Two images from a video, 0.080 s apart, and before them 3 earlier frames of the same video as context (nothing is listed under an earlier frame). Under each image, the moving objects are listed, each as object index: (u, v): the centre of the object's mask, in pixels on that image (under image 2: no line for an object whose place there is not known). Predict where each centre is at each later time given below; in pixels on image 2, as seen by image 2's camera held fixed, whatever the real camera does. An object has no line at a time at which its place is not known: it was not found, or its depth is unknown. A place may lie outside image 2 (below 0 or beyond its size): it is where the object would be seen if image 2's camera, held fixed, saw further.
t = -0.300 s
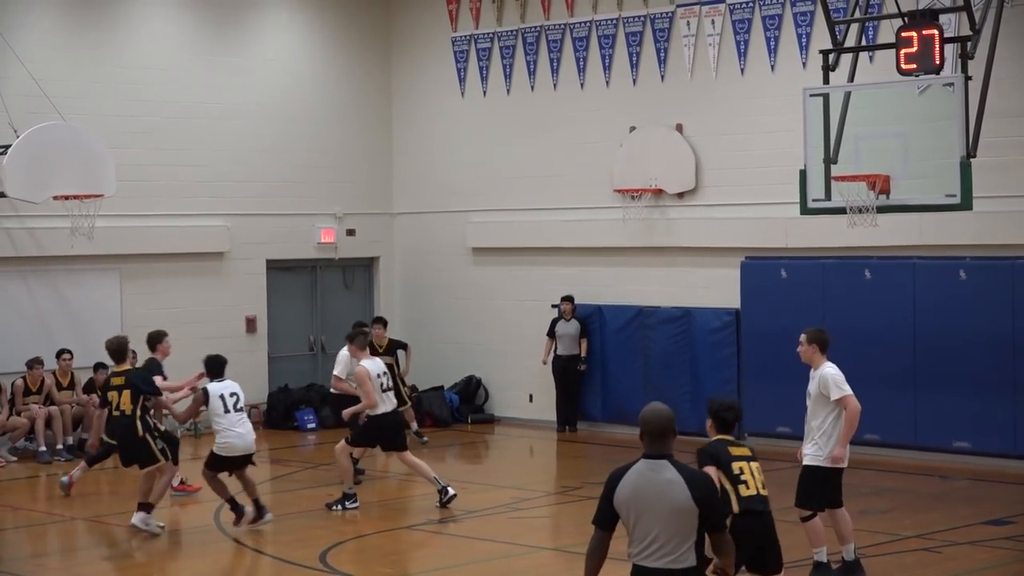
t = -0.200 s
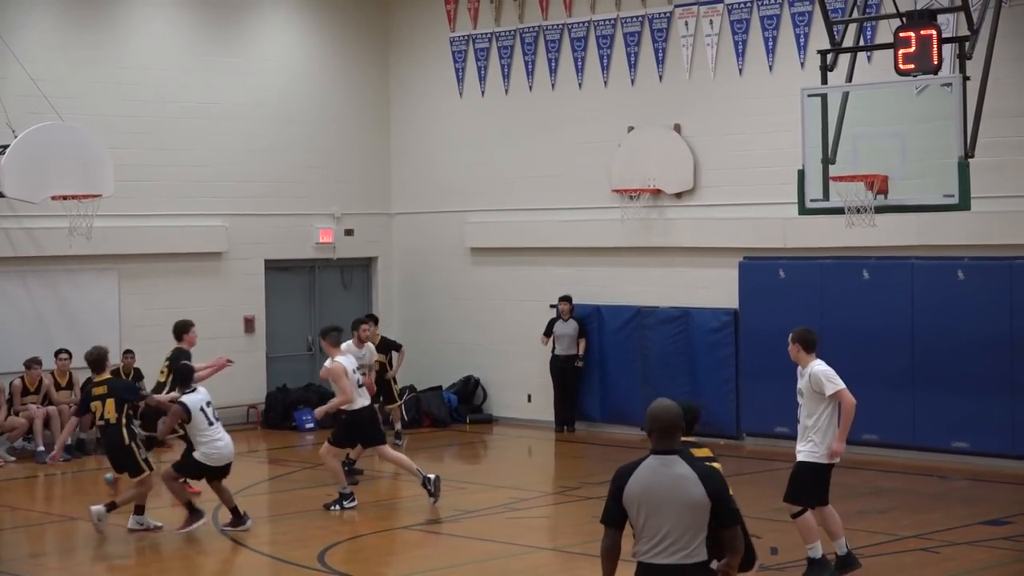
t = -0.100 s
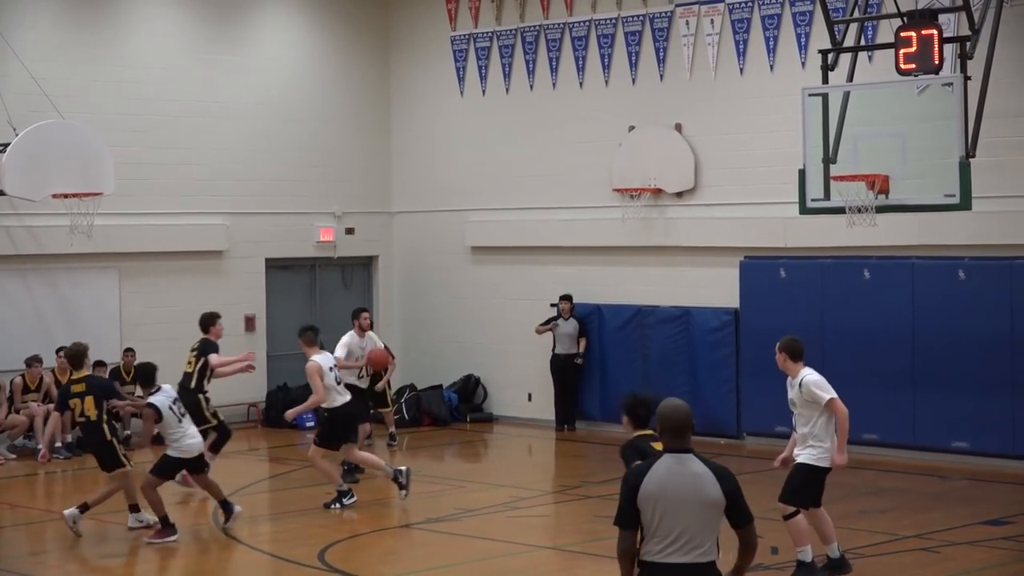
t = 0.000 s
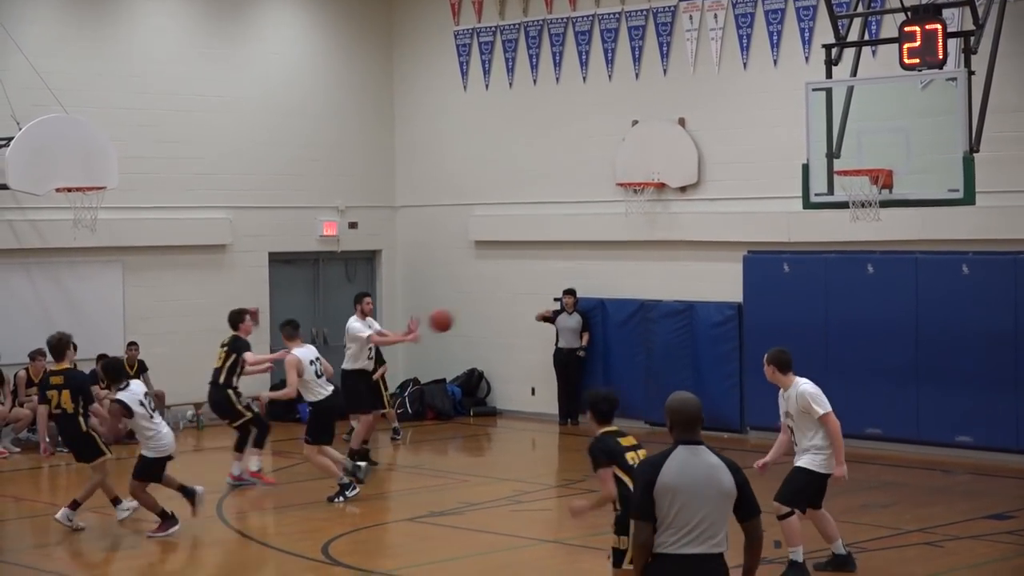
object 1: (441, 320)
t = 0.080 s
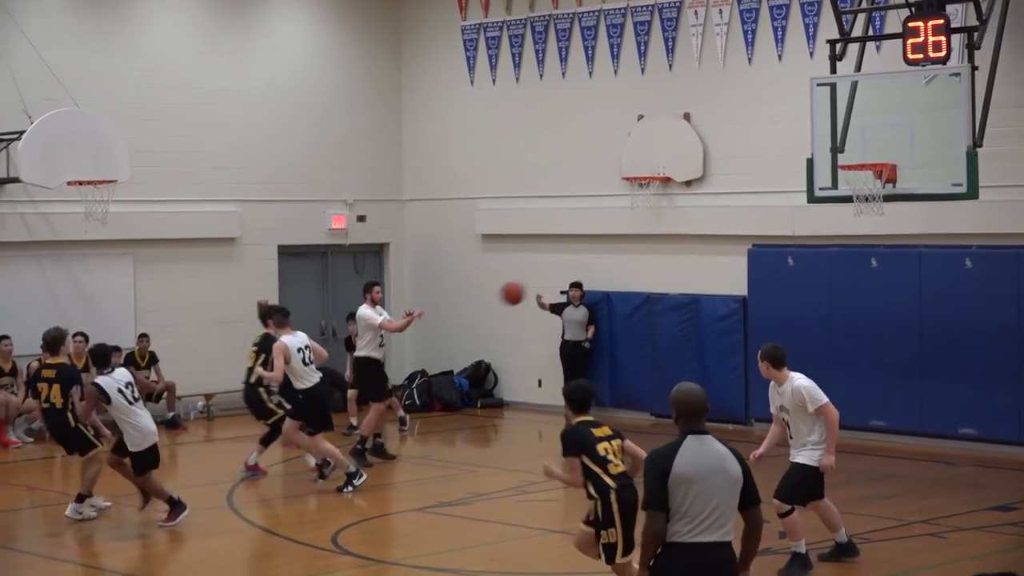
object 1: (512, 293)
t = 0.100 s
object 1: (528, 288)
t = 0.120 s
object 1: (545, 284)
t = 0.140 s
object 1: (562, 281)
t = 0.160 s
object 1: (580, 278)
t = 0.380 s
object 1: (773, 267)
